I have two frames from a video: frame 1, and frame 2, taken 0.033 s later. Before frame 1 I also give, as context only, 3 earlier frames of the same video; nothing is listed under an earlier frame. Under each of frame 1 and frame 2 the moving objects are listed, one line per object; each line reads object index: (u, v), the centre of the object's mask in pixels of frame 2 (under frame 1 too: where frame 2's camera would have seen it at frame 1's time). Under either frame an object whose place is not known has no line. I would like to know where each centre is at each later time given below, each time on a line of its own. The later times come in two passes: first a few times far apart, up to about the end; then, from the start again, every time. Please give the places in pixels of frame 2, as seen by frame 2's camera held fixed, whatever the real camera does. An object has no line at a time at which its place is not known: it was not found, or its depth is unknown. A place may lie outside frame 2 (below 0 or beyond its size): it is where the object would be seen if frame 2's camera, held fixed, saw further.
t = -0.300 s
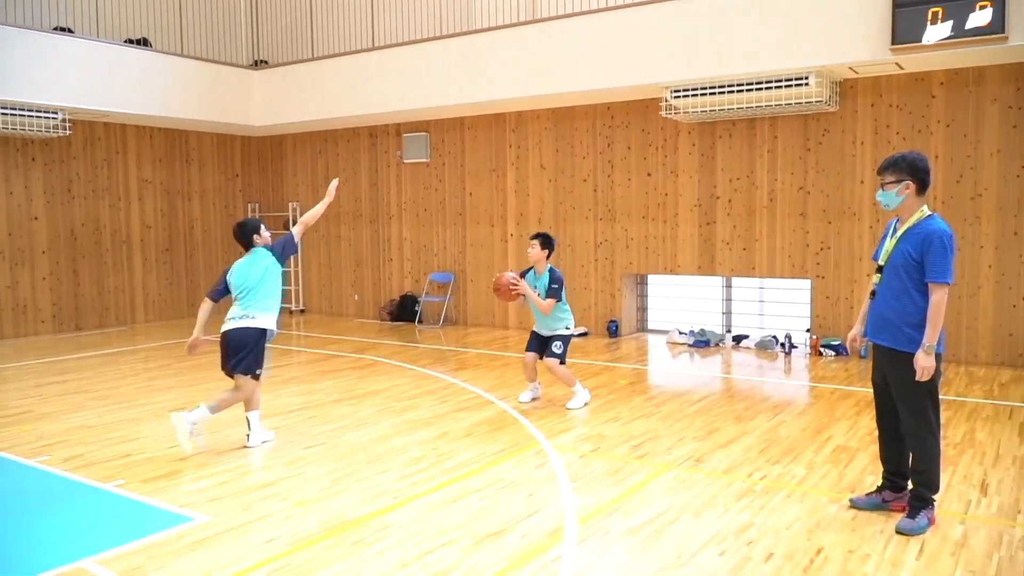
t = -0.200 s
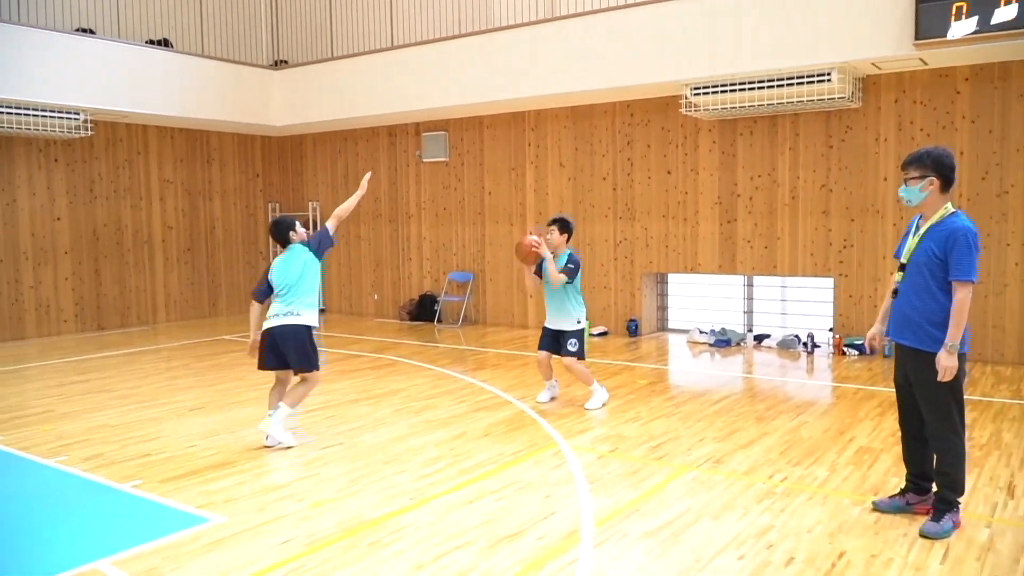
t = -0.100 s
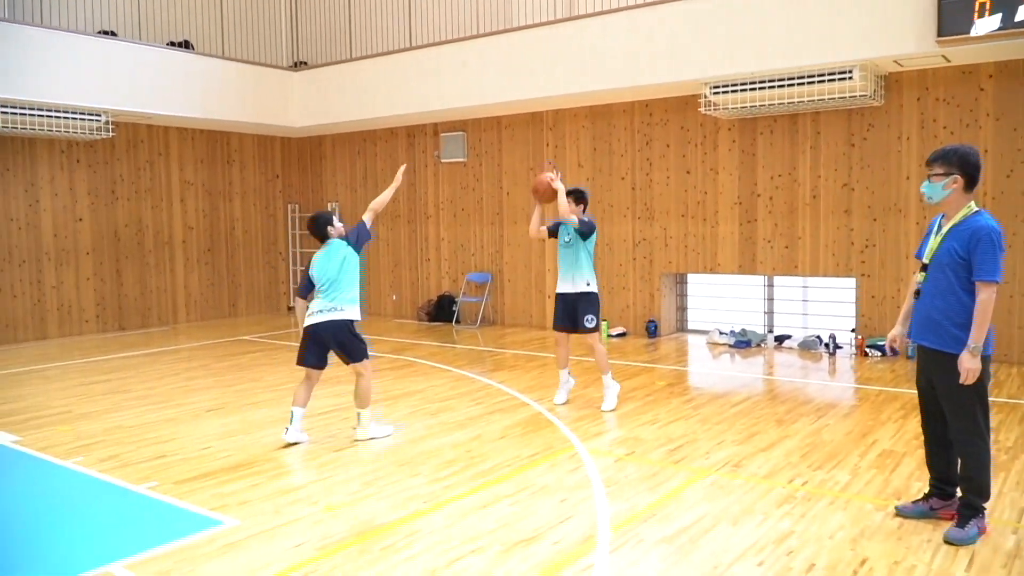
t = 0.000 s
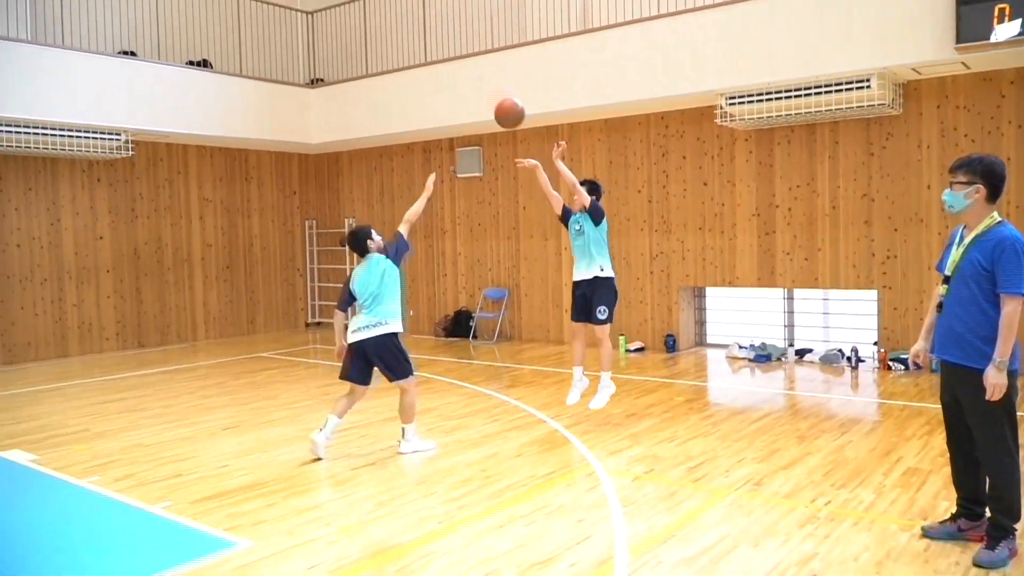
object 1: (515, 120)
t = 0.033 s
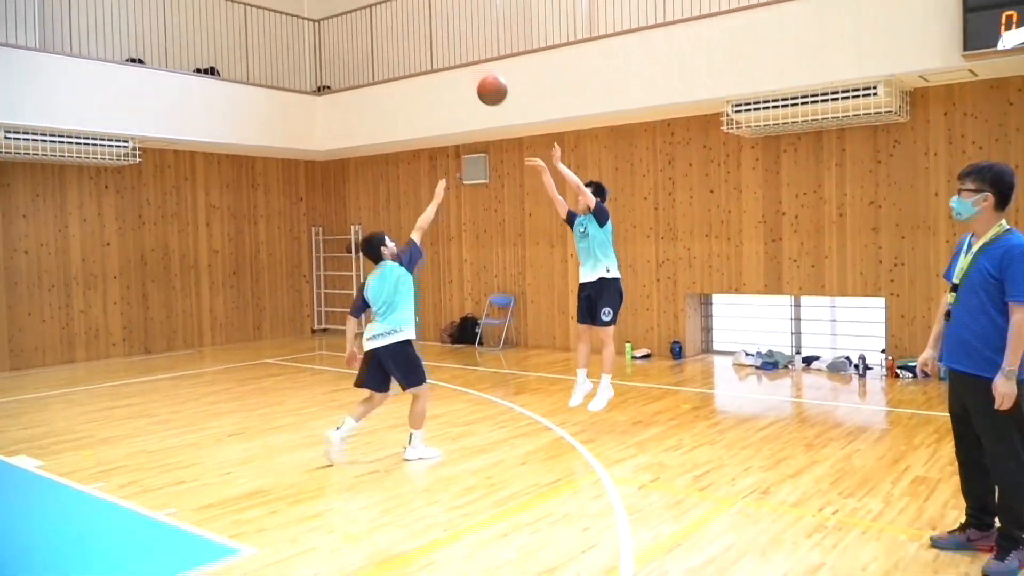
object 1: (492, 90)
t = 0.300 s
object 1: (287, -120)
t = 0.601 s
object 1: (41, -252)
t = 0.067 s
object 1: (469, 60)
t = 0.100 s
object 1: (445, 32)
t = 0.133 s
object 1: (419, 2)
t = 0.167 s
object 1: (394, -24)
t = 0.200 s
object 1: (367, -51)
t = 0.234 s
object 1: (339, -76)
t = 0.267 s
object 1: (313, -98)
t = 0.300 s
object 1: (287, -120)
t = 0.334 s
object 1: (260, -140)
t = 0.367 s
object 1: (231, -161)
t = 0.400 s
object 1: (203, -178)
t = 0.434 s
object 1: (177, -194)
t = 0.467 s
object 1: (150, -208)
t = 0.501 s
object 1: (123, -221)
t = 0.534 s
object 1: (95, -233)
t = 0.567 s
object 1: (68, -244)
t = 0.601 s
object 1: (41, -252)
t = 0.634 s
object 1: (14, -260)
